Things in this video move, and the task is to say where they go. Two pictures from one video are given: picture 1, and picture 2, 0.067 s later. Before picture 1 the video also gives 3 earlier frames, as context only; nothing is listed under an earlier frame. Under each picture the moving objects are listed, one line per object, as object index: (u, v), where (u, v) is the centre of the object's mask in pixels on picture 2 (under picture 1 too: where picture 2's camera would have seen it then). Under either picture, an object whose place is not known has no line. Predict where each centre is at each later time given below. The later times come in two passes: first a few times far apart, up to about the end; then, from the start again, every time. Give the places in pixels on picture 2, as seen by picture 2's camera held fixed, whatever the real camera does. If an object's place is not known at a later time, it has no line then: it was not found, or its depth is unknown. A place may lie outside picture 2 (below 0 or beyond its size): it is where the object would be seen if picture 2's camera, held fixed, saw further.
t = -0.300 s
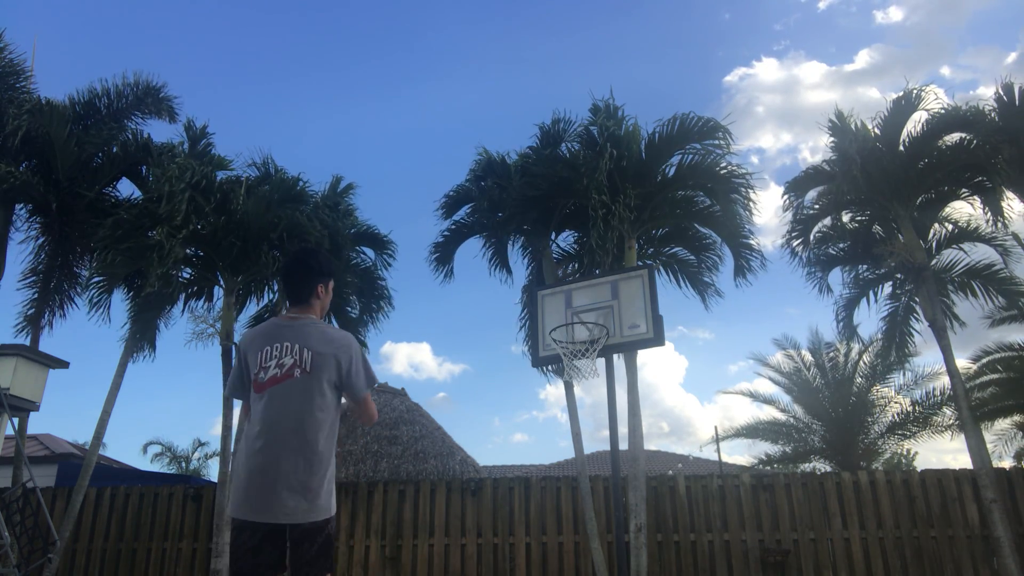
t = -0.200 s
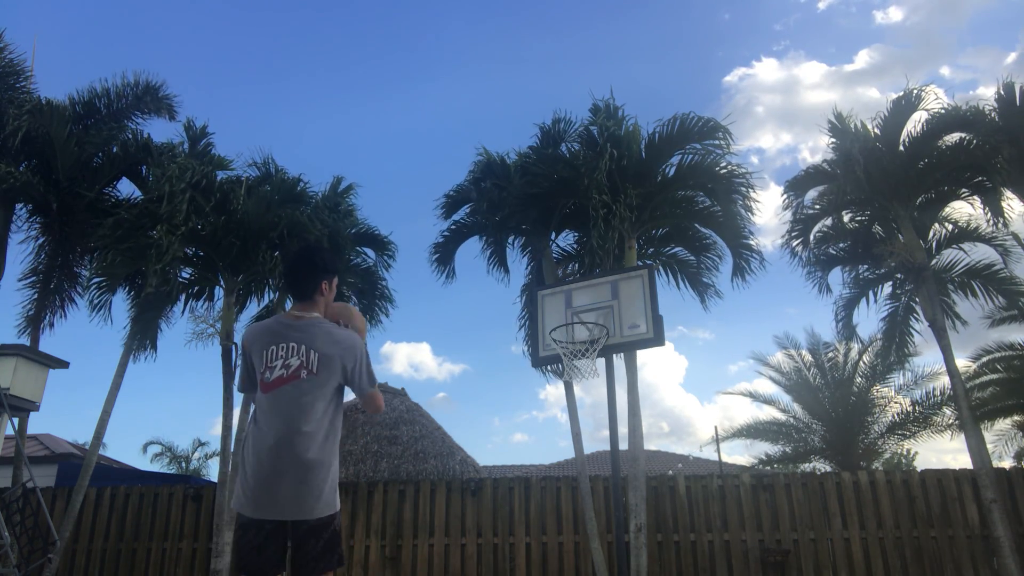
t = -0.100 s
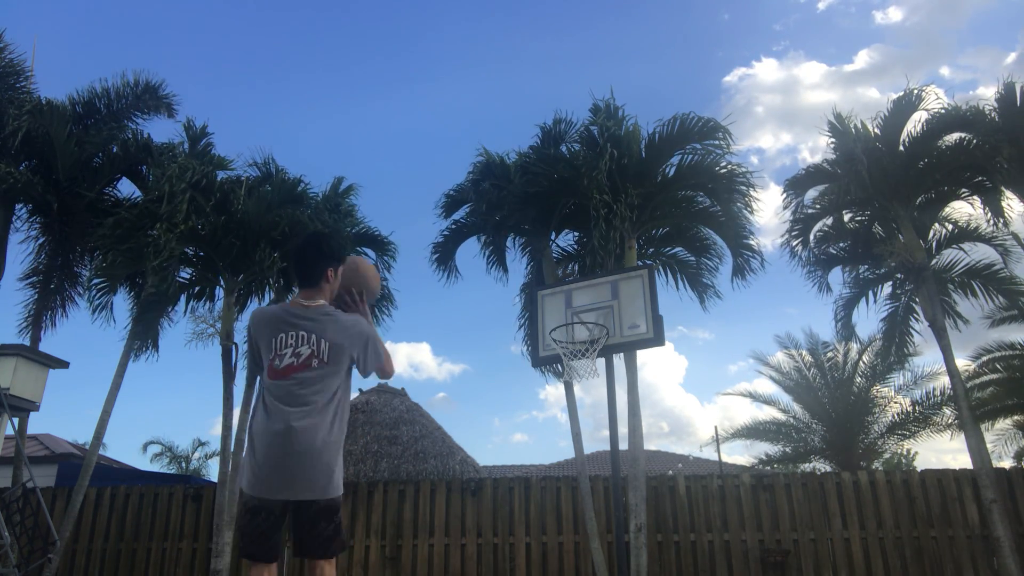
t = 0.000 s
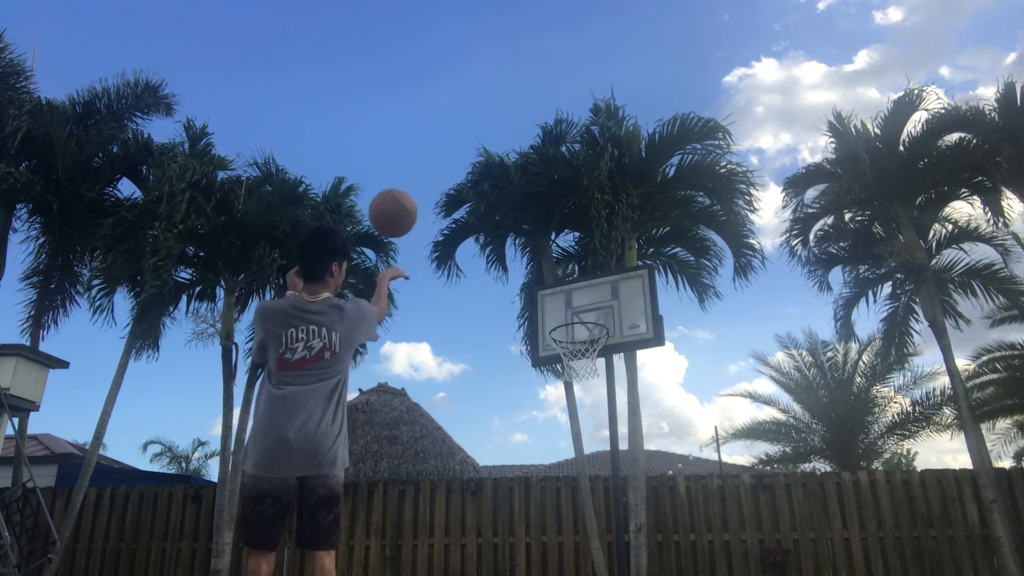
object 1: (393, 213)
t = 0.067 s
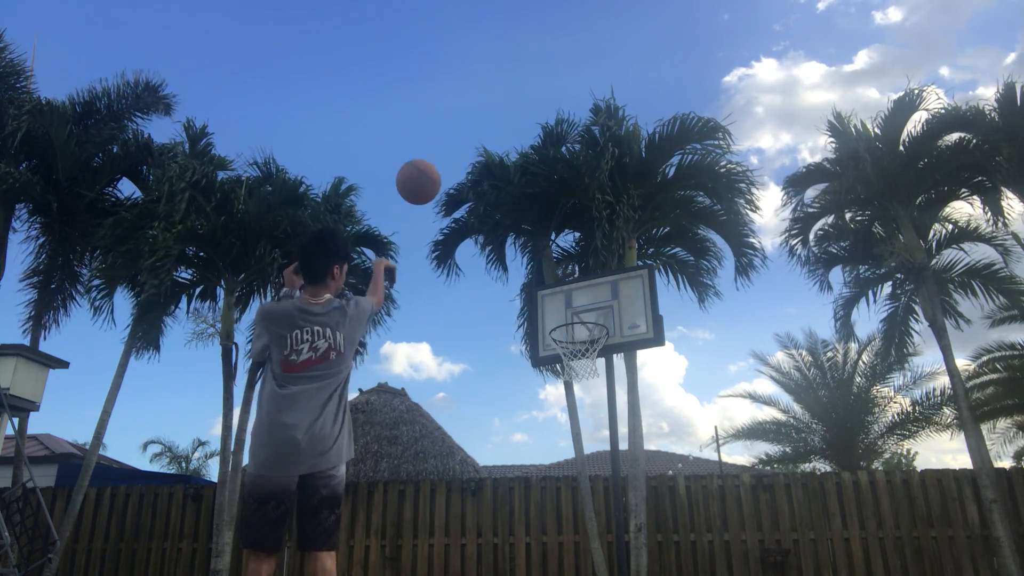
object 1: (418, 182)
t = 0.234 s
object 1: (467, 149)
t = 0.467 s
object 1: (514, 169)
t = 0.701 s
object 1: (551, 240)
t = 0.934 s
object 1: (579, 315)
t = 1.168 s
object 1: (578, 264)
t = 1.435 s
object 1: (577, 273)
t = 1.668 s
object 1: (577, 321)
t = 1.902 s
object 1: (575, 280)
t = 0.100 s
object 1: (429, 171)
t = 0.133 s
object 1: (440, 162)
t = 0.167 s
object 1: (449, 156)
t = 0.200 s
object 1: (458, 151)
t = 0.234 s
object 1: (467, 149)
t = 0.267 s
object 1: (474, 147)
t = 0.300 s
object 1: (481, 148)
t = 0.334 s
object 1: (489, 150)
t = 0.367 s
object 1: (495, 153)
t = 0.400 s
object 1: (502, 157)
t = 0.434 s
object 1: (508, 163)
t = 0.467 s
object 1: (514, 169)
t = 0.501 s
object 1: (520, 177)
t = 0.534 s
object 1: (525, 185)
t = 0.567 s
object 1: (531, 195)
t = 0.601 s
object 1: (536, 205)
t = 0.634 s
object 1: (541, 216)
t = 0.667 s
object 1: (546, 229)
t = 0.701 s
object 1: (551, 240)
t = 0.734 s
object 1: (556, 255)
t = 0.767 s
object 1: (561, 269)
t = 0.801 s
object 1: (566, 284)
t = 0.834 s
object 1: (570, 301)
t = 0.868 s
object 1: (575, 315)
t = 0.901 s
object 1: (579, 326)
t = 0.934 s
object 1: (579, 315)
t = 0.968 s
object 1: (579, 304)
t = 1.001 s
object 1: (579, 295)
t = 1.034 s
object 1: (579, 286)
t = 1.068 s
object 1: (579, 278)
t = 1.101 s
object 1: (579, 272)
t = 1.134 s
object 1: (578, 267)
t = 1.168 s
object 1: (578, 264)
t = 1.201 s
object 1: (578, 261)
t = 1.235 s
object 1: (578, 259)
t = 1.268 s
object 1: (578, 258)
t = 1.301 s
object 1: (578, 259)
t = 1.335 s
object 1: (577, 261)
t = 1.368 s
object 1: (577, 265)
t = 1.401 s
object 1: (577, 268)
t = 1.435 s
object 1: (577, 273)
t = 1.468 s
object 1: (577, 279)
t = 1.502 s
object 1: (577, 287)
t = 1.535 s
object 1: (577, 295)
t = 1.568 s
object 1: (577, 305)
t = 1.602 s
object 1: (577, 315)
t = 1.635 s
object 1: (576, 324)
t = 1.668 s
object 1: (577, 321)
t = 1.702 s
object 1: (577, 313)
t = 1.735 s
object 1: (576, 304)
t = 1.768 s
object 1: (576, 297)
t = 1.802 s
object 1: (576, 291)
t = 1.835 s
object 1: (575, 286)
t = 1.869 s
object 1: (575, 282)
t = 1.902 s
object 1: (575, 280)
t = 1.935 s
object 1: (575, 279)
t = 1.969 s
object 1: (575, 279)
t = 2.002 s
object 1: (575, 280)
